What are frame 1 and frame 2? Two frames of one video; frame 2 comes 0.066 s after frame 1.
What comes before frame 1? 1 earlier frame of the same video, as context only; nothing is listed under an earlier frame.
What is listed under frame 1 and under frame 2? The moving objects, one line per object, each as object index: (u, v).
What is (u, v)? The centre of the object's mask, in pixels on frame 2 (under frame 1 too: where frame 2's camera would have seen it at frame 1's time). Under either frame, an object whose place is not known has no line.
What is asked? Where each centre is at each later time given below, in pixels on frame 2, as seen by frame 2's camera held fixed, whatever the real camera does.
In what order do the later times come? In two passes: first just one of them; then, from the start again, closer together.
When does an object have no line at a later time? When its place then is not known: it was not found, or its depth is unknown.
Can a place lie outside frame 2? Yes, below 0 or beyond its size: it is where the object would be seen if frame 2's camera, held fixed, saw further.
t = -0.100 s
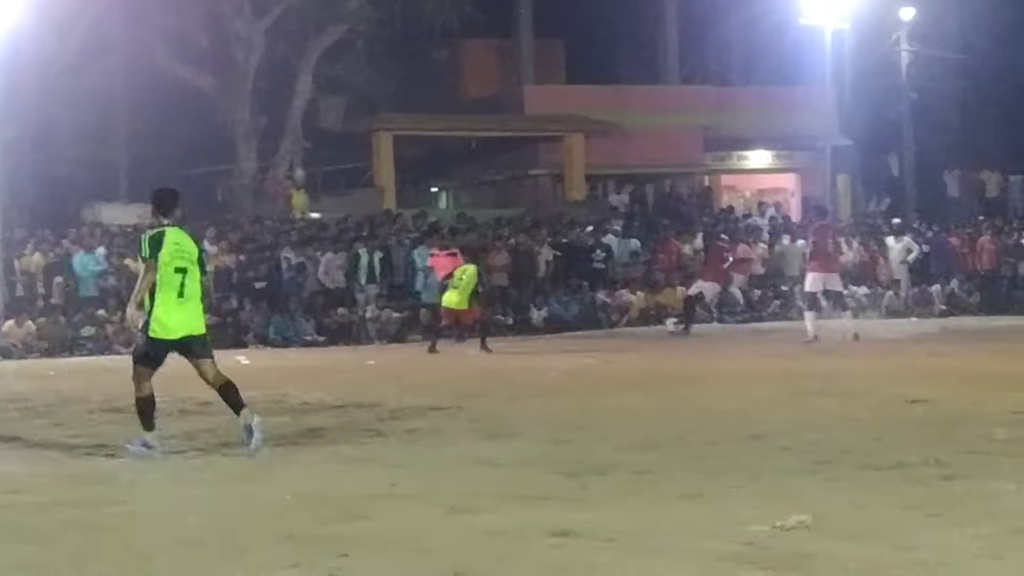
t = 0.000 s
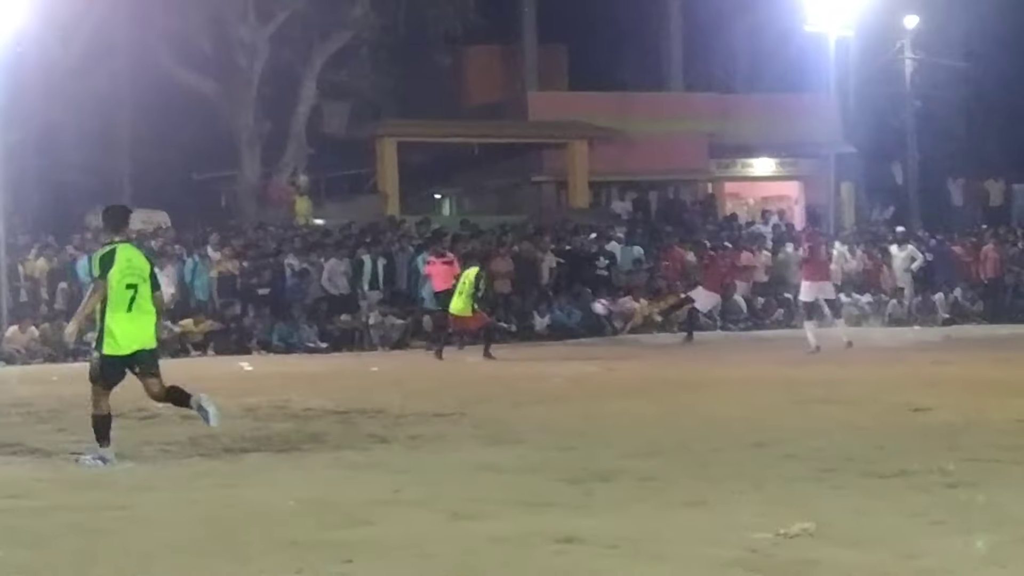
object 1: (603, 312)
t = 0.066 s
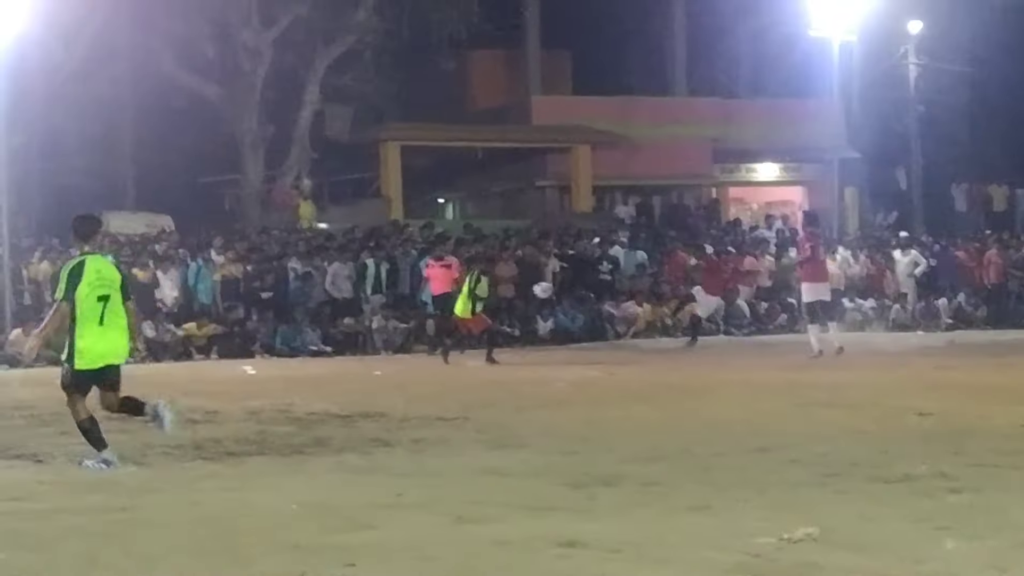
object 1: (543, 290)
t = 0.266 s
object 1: (354, 233)
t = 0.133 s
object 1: (475, 265)
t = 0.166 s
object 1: (453, 262)
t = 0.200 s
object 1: (422, 251)
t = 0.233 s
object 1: (387, 241)
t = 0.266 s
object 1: (354, 233)
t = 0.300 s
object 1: (329, 226)
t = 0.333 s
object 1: (293, 220)
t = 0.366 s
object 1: (263, 212)
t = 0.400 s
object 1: (231, 205)
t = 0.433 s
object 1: (199, 199)
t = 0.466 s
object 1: (166, 193)
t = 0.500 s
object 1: (131, 188)
